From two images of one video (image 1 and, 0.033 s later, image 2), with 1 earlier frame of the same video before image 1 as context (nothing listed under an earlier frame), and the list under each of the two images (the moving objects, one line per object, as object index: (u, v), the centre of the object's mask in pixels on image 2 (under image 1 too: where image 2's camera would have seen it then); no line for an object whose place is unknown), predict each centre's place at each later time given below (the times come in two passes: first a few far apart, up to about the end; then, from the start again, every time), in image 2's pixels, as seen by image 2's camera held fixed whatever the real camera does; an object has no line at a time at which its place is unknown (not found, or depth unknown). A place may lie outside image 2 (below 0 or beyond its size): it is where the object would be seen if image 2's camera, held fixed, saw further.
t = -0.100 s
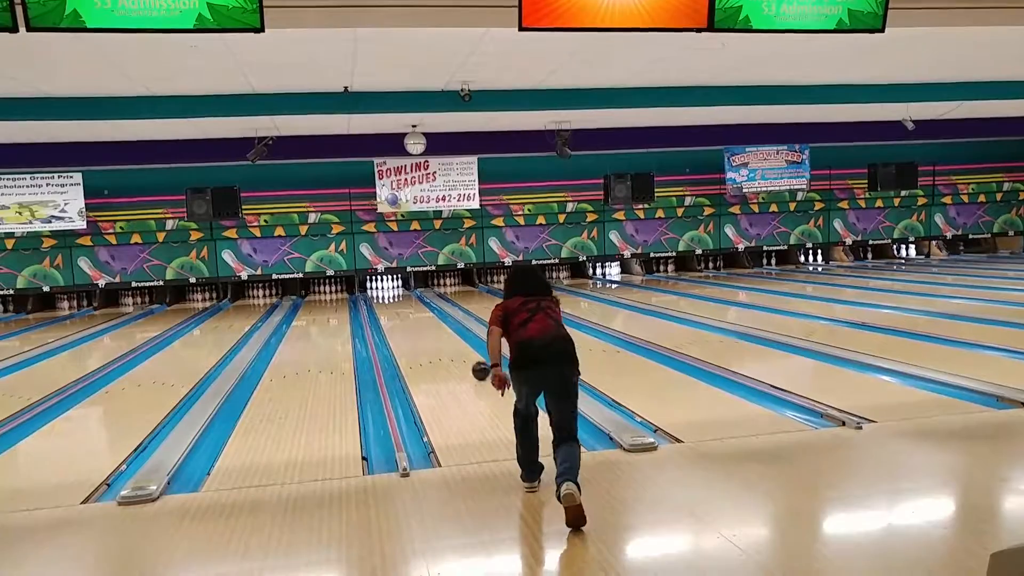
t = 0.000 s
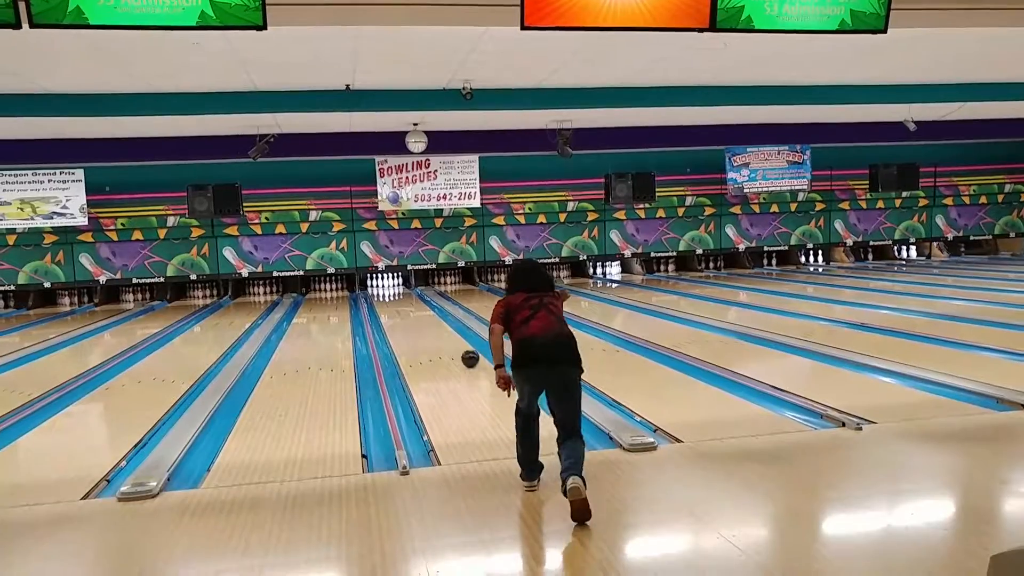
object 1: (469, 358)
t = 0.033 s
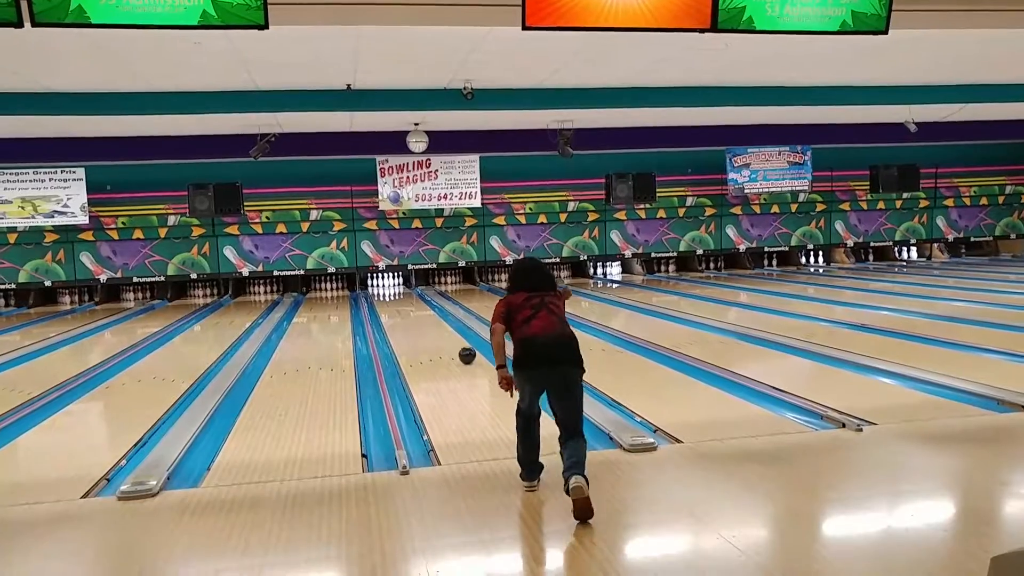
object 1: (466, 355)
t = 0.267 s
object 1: (449, 338)
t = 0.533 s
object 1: (440, 330)
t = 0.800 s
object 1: (433, 323)
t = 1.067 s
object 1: (427, 316)
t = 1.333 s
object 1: (421, 311)
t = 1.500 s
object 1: (418, 308)
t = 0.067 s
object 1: (464, 352)
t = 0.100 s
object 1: (461, 349)
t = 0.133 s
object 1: (458, 346)
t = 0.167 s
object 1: (455, 344)
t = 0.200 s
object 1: (453, 342)
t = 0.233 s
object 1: (450, 339)
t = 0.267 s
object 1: (449, 338)
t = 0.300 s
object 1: (448, 337)
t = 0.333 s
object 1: (447, 336)
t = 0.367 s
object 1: (446, 335)
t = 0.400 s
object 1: (445, 334)
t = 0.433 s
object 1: (444, 333)
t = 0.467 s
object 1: (442, 332)
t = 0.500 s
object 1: (441, 331)
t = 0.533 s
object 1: (440, 330)
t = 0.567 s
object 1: (439, 329)
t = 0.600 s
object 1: (438, 328)
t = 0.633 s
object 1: (437, 327)
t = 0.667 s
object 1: (436, 326)
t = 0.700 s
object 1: (435, 325)
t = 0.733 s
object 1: (434, 324)
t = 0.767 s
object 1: (433, 323)
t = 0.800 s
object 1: (433, 323)
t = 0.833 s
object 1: (432, 322)
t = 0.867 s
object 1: (431, 321)
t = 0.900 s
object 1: (430, 320)
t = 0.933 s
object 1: (430, 319)
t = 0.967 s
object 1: (429, 318)
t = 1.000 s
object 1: (428, 318)
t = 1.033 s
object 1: (427, 317)
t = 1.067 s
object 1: (427, 316)
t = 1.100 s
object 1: (426, 316)
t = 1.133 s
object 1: (425, 315)
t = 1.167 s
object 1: (424, 314)
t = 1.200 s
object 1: (424, 313)
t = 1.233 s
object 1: (423, 313)
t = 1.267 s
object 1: (423, 312)
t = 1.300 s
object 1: (422, 311)
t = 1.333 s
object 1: (421, 311)
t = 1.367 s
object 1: (421, 310)
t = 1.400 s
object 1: (420, 310)
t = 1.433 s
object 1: (420, 309)
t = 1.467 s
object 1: (419, 309)
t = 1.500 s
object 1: (418, 308)
